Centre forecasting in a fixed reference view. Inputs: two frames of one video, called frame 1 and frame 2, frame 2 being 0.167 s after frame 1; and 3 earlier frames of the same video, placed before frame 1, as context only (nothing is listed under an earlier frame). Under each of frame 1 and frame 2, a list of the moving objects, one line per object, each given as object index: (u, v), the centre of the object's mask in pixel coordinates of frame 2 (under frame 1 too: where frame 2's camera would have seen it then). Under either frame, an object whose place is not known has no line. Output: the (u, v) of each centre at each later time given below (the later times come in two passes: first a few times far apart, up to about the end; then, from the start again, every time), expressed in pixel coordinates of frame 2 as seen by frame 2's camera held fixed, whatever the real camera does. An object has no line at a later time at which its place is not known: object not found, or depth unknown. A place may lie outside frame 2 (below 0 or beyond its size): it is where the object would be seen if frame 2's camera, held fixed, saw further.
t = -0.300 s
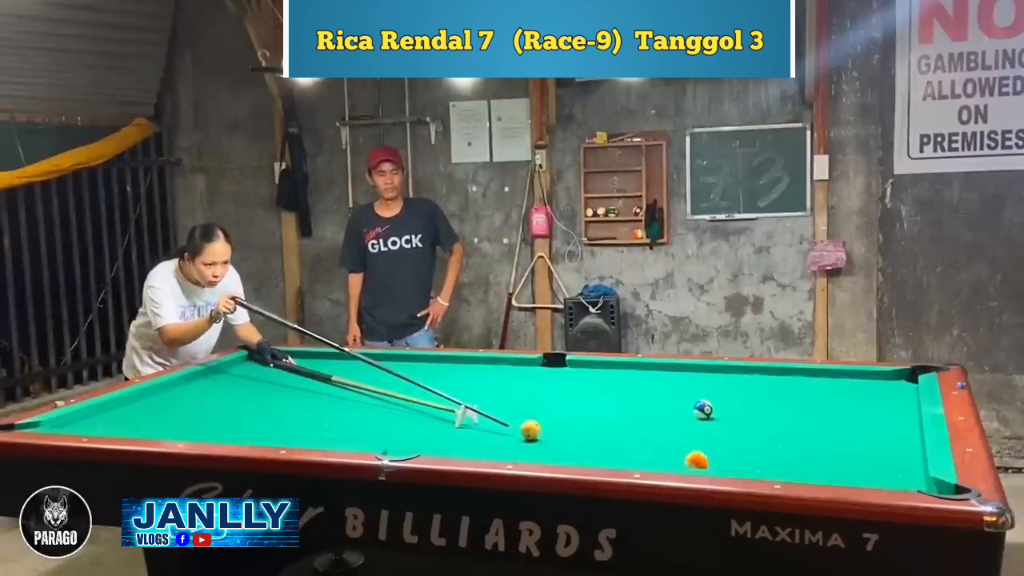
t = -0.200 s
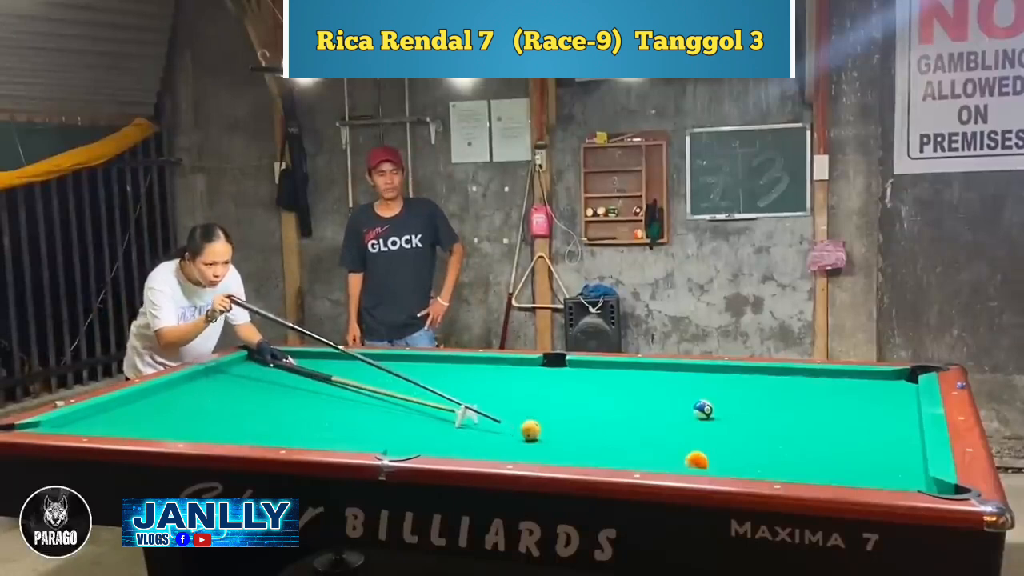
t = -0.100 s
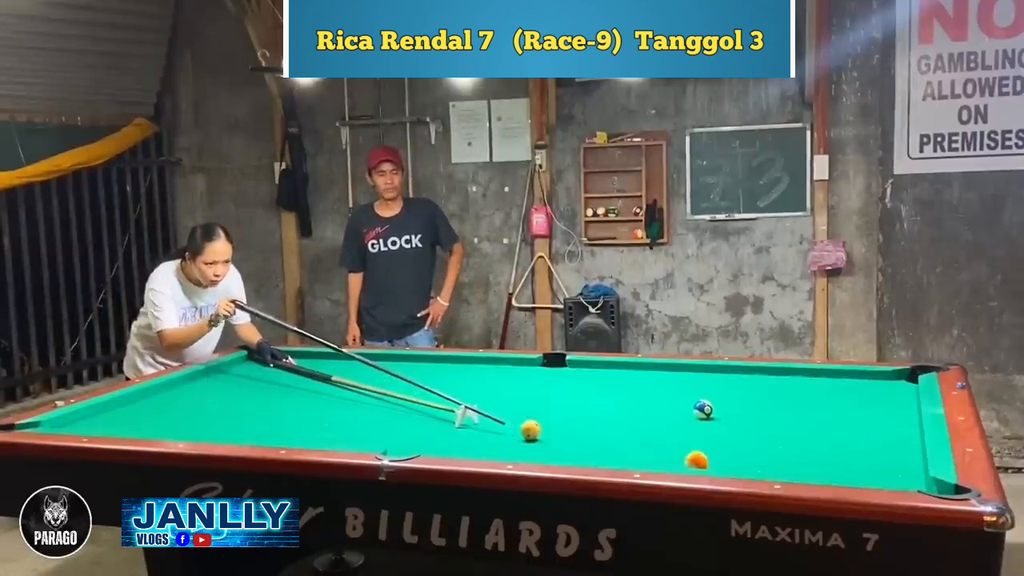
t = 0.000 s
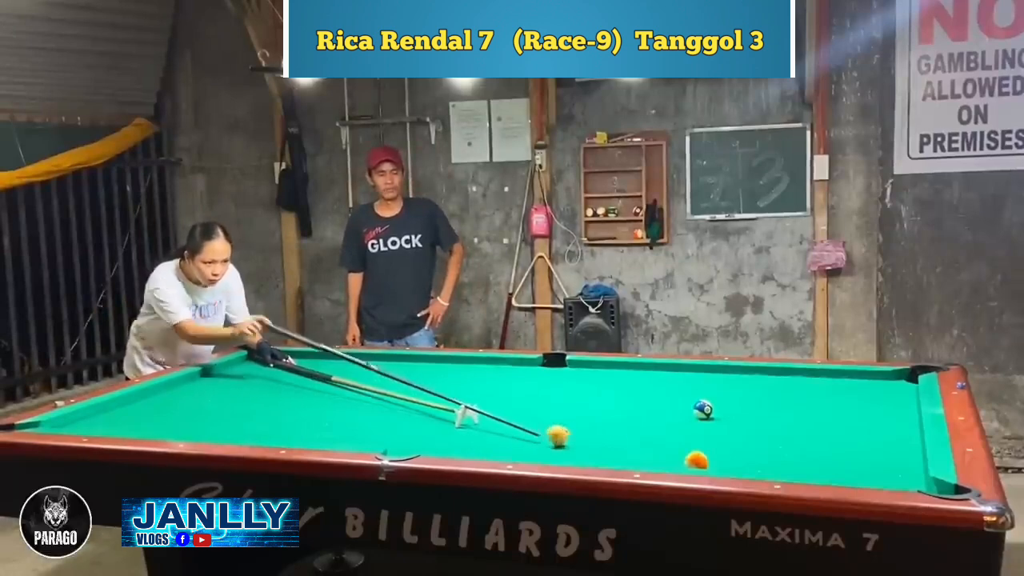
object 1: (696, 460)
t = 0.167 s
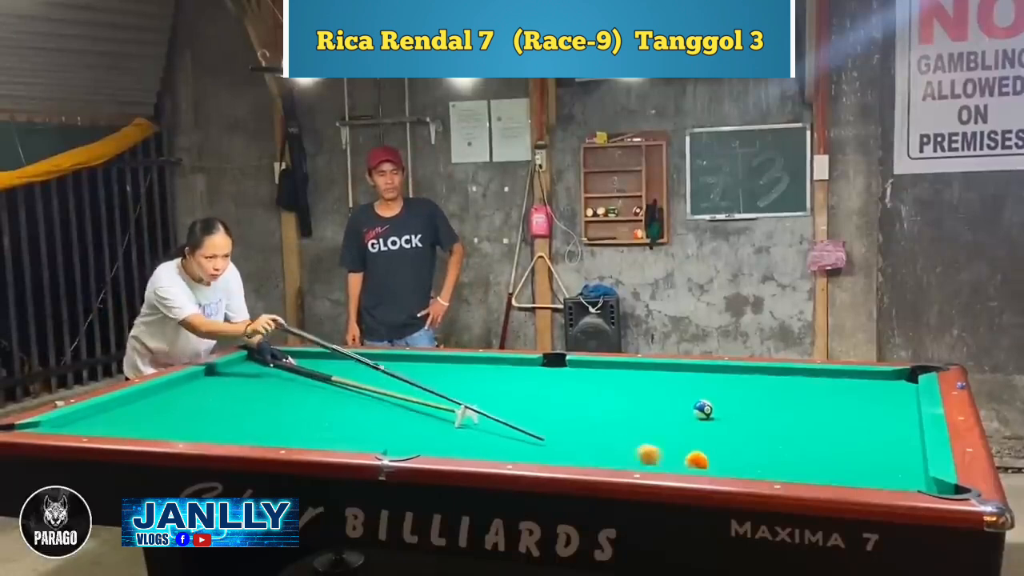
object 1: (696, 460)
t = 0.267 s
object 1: (722, 462)
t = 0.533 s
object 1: (828, 471)
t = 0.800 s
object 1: (924, 482)
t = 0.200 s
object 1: (697, 460)
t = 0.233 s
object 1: (705, 461)
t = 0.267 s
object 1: (722, 462)
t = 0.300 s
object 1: (737, 463)
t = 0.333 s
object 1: (753, 464)
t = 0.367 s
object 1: (765, 466)
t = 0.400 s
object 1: (778, 467)
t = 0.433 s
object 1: (791, 468)
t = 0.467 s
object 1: (803, 469)
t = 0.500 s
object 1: (816, 470)
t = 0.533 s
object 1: (828, 471)
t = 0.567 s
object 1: (841, 472)
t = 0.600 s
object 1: (854, 473)
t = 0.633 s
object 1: (867, 474)
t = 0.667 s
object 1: (880, 475)
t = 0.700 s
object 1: (893, 476)
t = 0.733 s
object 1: (907, 478)
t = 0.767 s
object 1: (920, 480)
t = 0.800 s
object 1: (924, 482)
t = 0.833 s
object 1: (925, 483)
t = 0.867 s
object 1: (925, 485)
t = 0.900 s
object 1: (926, 487)
